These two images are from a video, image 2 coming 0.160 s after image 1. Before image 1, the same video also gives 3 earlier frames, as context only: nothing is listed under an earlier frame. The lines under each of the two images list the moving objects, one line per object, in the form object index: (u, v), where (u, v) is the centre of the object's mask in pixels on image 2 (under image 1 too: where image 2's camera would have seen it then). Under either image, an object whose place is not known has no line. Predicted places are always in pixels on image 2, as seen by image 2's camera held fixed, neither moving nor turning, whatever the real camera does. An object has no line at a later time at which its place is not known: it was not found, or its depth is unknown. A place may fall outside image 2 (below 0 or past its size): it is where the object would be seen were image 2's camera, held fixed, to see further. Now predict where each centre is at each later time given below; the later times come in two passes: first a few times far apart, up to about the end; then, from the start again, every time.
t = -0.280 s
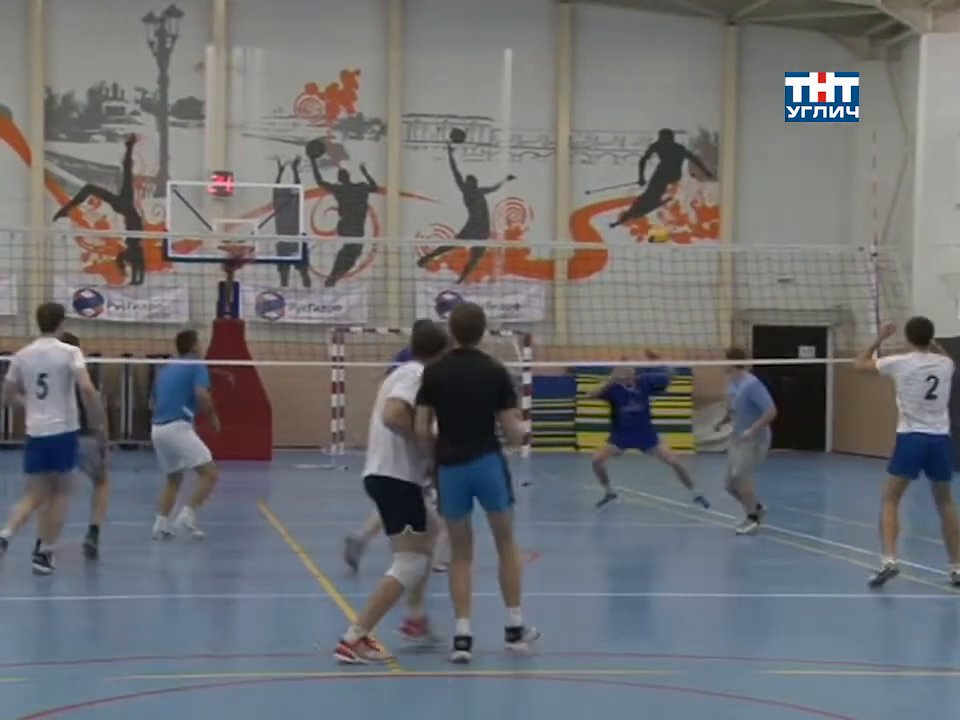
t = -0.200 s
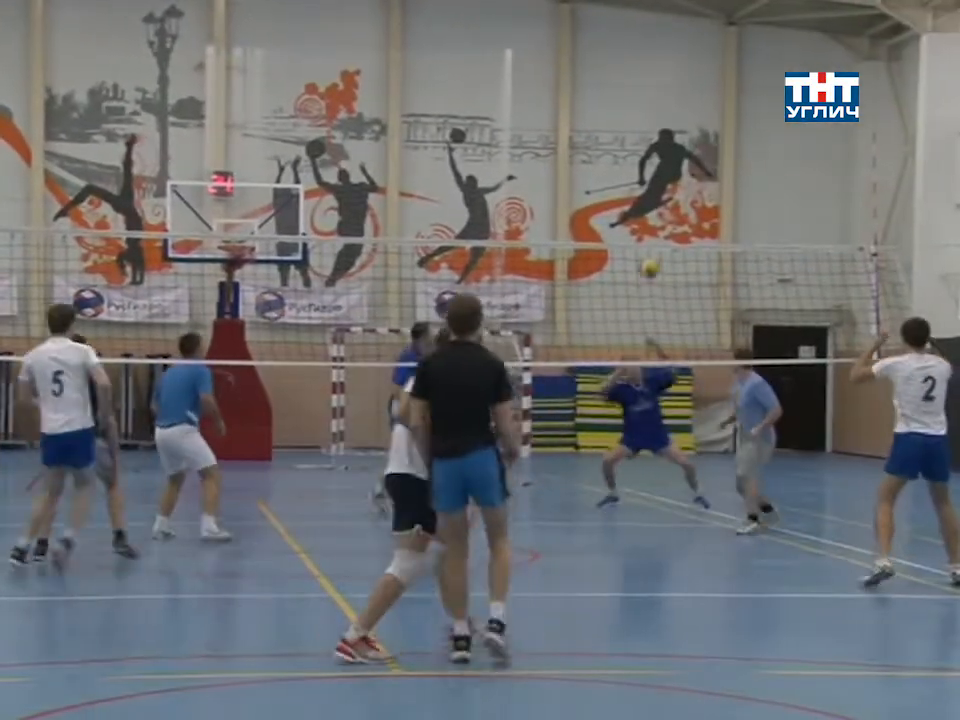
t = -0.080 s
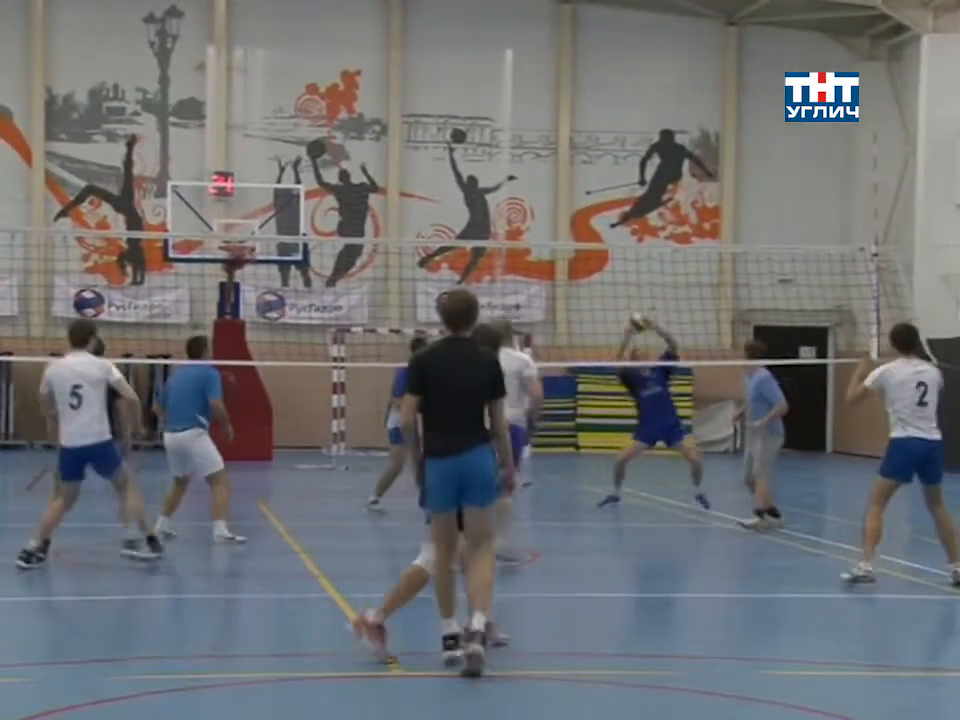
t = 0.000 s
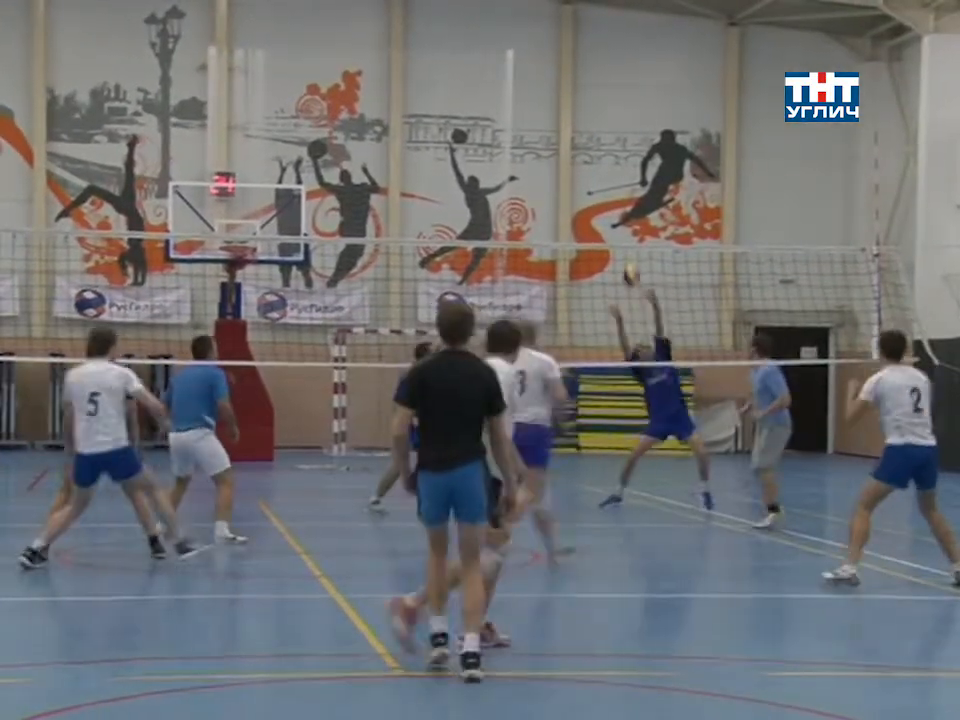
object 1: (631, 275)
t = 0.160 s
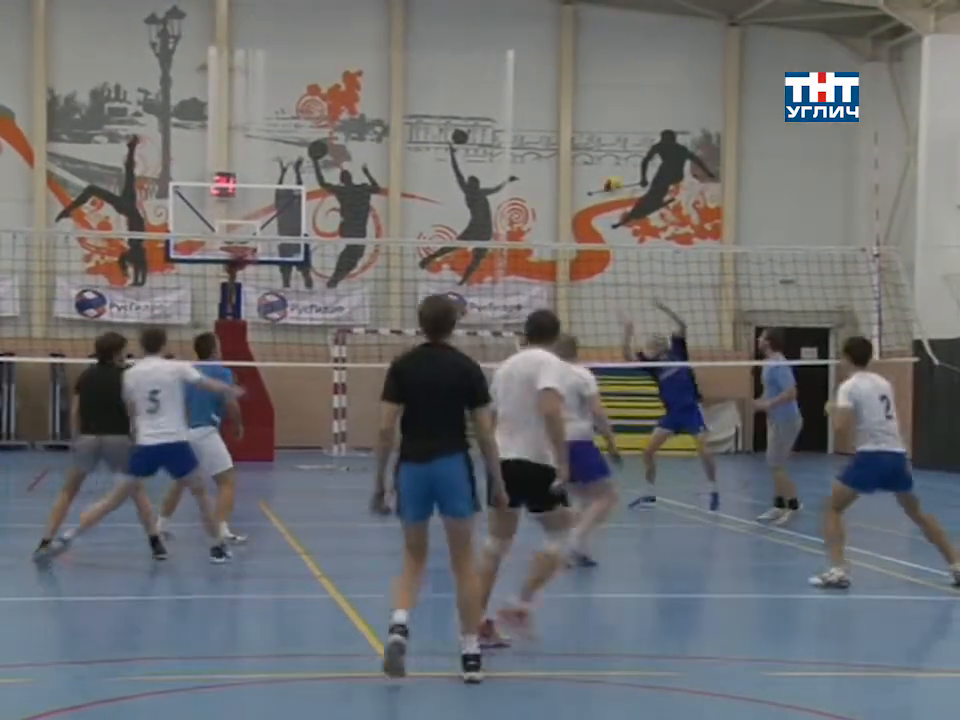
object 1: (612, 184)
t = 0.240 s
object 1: (601, 145)
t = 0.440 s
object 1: (573, 75)
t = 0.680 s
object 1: (540, 44)
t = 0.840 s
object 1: (516, 57)
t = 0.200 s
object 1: (607, 164)
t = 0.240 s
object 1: (601, 145)
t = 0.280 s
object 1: (596, 128)
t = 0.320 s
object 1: (591, 114)
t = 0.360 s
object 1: (584, 98)
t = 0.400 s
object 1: (580, 87)
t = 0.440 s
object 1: (573, 75)
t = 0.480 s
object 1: (568, 67)
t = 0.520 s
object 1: (563, 59)
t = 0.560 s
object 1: (556, 53)
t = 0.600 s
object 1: (550, 49)
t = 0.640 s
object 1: (545, 46)
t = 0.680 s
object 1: (540, 44)
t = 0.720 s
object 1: (535, 45)
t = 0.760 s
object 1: (530, 47)
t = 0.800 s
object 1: (523, 50)
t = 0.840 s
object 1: (516, 57)
